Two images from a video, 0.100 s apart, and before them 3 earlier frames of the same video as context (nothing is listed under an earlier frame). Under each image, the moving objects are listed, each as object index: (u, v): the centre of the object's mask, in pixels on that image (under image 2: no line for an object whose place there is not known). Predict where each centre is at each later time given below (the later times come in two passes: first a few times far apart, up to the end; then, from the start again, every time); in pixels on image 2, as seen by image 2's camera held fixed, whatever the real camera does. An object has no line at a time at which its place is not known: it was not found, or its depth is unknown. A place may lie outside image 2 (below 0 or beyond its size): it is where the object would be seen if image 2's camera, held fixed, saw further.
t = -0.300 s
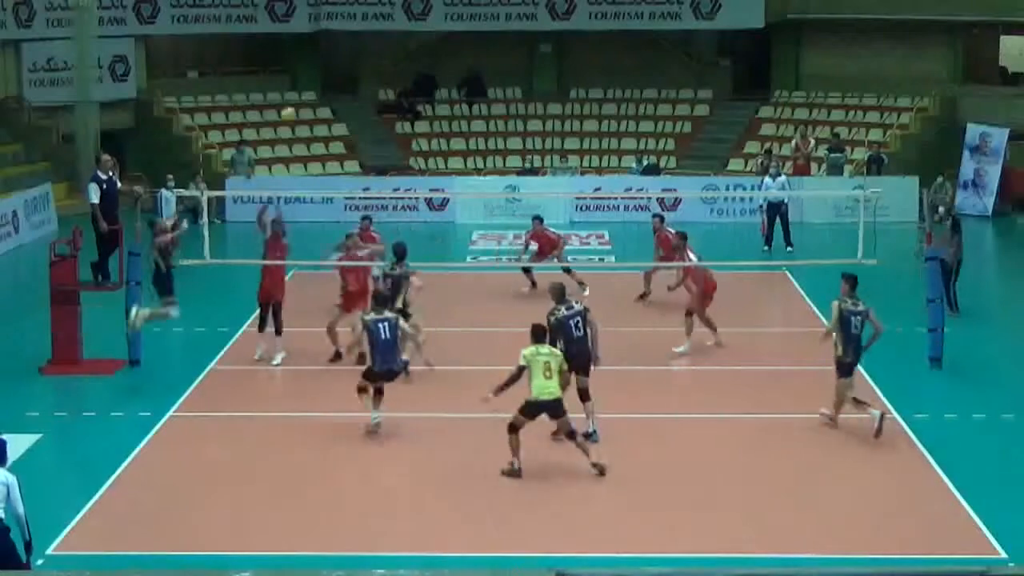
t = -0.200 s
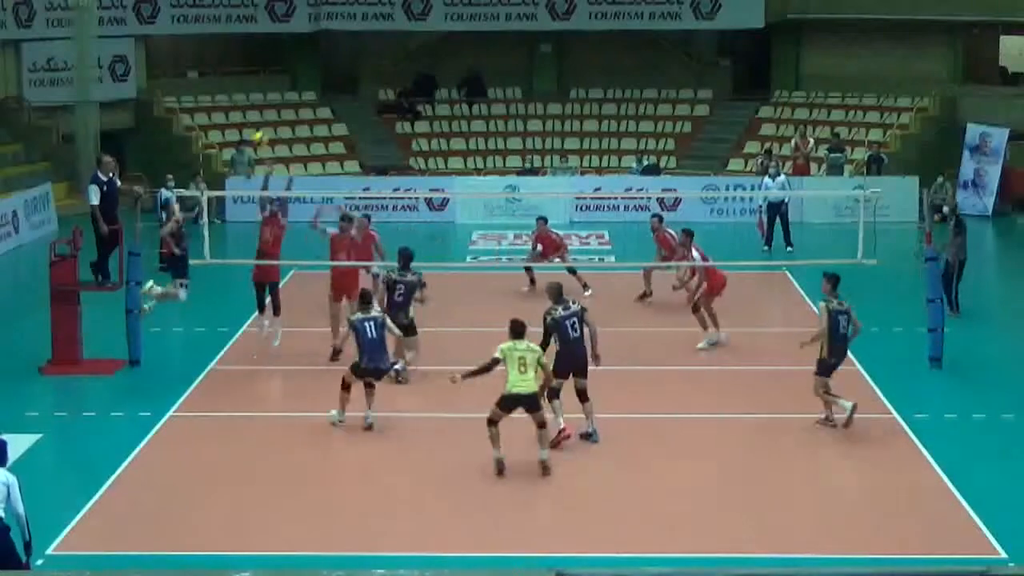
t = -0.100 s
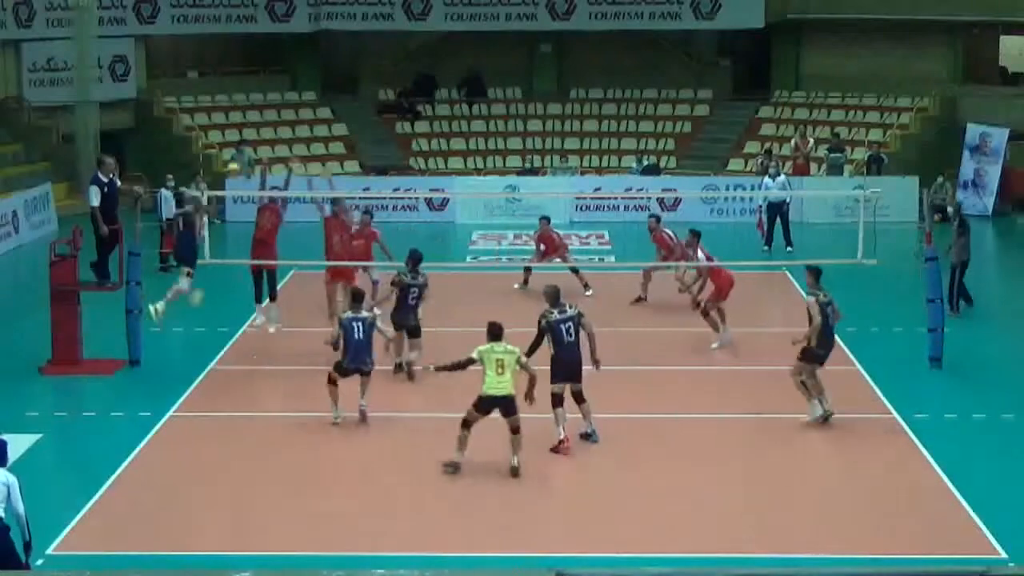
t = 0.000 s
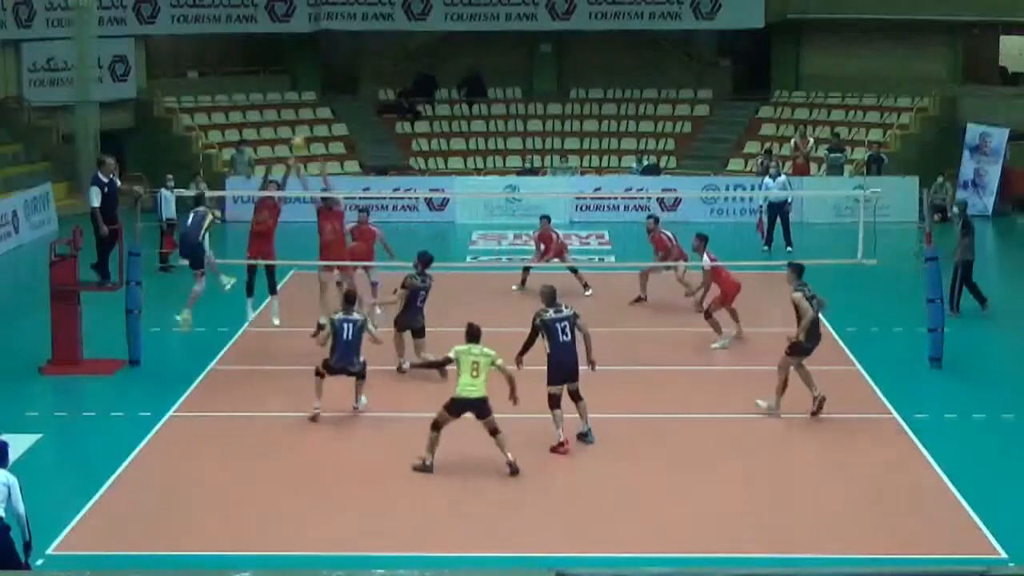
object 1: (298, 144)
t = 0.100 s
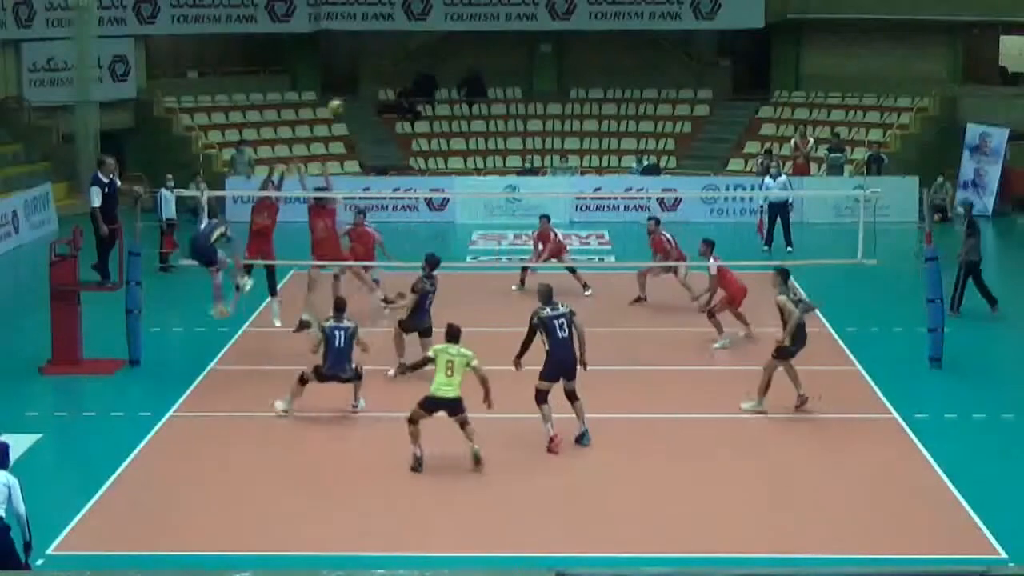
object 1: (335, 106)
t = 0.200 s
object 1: (370, 78)
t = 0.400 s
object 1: (431, 54)
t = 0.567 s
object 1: (475, 57)
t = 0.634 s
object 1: (491, 64)
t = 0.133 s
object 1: (348, 94)
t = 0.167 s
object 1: (359, 86)
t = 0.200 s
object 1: (370, 78)
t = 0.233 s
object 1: (381, 71)
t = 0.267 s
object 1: (391, 67)
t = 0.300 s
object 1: (402, 62)
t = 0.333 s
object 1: (411, 58)
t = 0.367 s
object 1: (422, 56)
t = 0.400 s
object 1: (431, 54)
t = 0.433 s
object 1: (441, 53)
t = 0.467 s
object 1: (450, 53)
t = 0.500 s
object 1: (458, 54)
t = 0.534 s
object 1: (467, 55)
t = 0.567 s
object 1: (475, 57)
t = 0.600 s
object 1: (483, 60)
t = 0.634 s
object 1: (491, 64)
